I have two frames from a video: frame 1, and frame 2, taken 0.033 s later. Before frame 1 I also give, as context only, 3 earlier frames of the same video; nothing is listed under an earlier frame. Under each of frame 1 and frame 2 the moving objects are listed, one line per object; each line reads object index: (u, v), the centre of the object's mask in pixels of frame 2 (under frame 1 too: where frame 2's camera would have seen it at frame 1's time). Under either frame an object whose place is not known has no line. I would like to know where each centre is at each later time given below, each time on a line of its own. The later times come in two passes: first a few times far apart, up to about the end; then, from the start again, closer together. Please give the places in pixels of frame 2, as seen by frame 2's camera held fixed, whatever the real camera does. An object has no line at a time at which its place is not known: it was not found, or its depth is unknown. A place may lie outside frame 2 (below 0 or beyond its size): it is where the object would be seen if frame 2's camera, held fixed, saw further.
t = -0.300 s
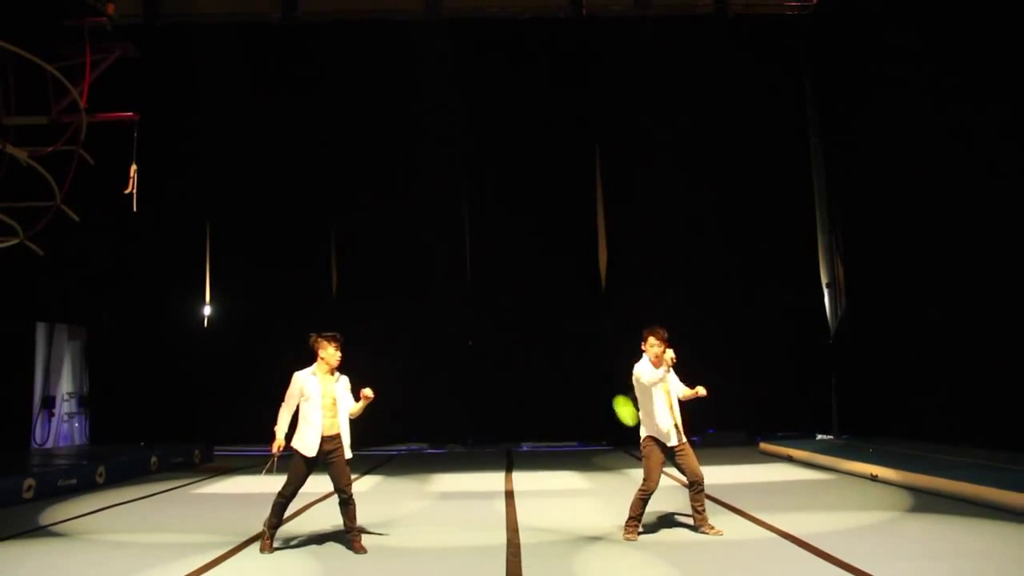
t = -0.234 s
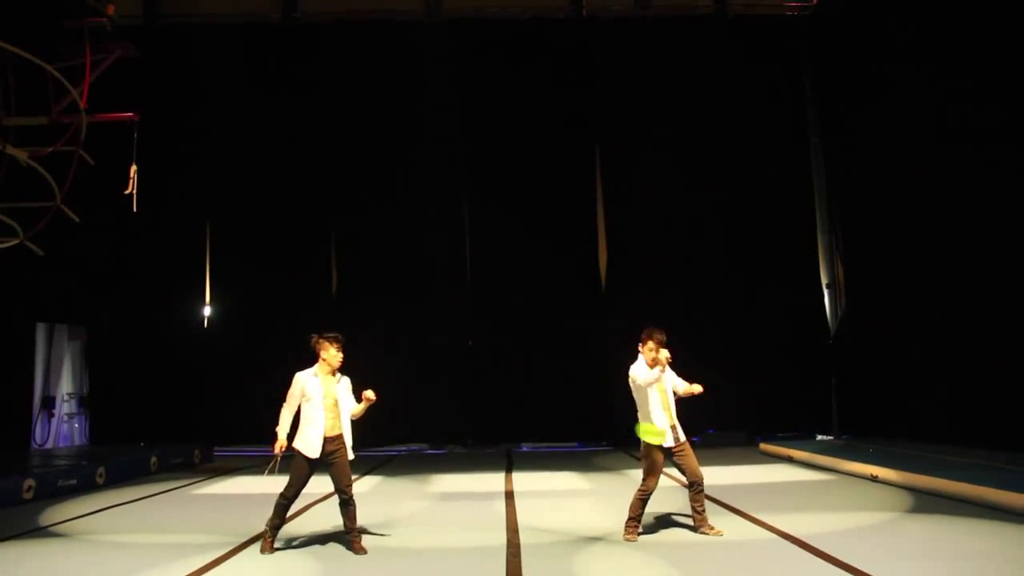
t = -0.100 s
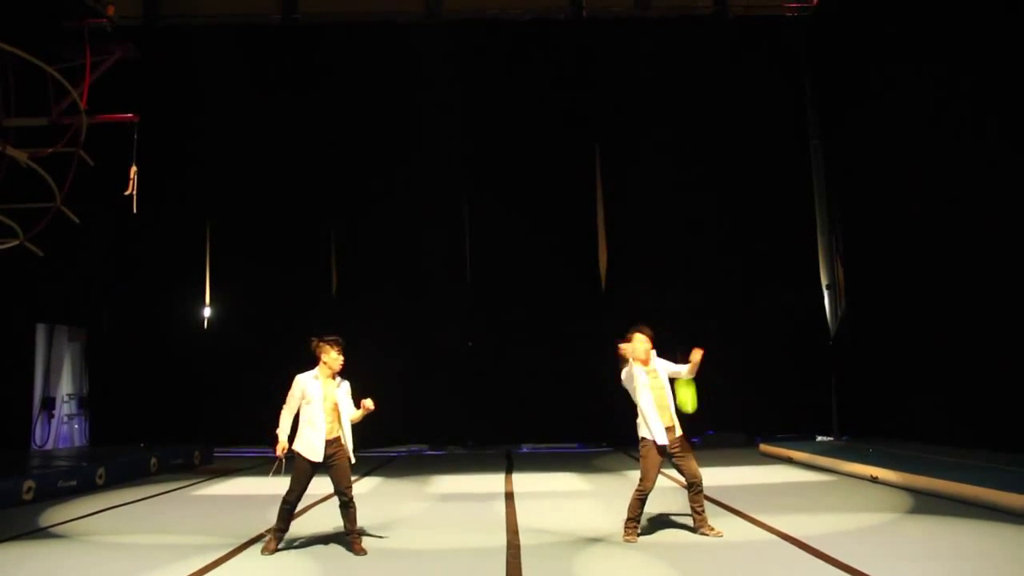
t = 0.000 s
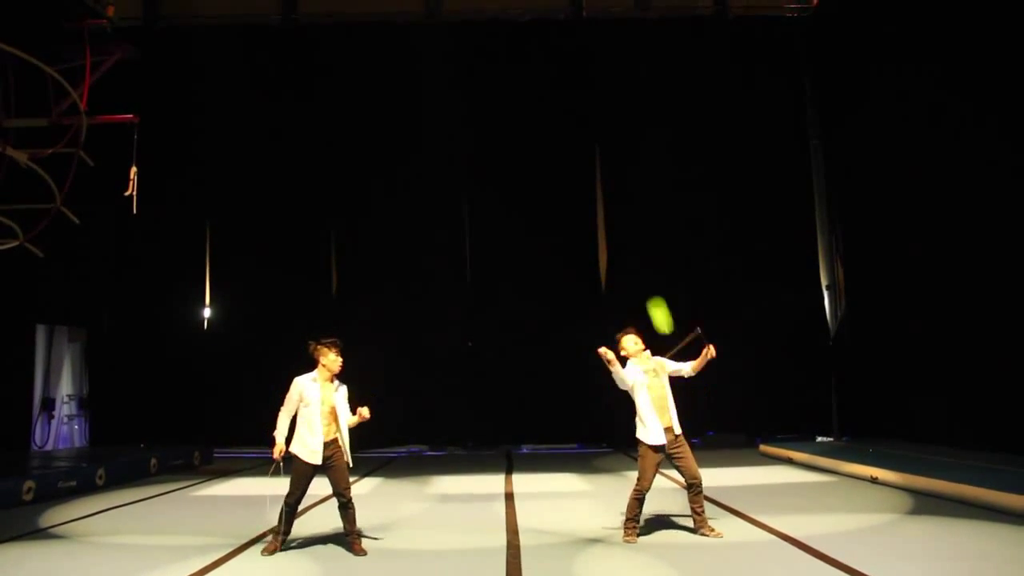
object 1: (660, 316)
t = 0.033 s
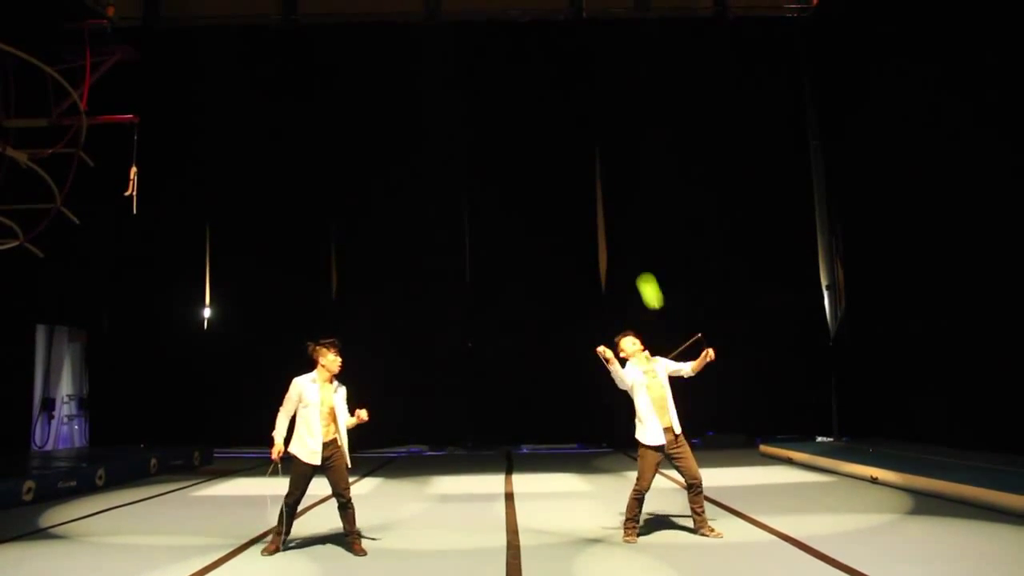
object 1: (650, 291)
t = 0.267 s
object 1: (581, 163)
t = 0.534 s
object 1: (507, 102)
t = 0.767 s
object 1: (445, 122)
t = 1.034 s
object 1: (372, 229)
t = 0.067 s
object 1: (639, 268)
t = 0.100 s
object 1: (629, 247)
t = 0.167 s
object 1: (609, 208)
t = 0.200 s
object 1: (600, 192)
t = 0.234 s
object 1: (590, 176)
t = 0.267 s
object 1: (581, 163)
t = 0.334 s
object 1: (562, 138)
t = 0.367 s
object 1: (552, 130)
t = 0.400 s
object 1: (543, 122)
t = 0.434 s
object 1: (534, 115)
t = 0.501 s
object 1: (516, 105)
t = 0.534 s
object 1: (507, 102)
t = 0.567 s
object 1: (498, 101)
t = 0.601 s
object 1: (489, 101)
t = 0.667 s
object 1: (471, 105)
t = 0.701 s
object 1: (462, 110)
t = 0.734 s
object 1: (453, 115)
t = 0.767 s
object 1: (445, 122)
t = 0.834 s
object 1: (427, 140)
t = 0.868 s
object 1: (418, 151)
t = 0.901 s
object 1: (408, 163)
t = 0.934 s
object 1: (399, 177)
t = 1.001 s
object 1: (381, 210)
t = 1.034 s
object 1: (372, 229)
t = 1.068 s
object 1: (363, 250)
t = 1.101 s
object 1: (354, 272)
